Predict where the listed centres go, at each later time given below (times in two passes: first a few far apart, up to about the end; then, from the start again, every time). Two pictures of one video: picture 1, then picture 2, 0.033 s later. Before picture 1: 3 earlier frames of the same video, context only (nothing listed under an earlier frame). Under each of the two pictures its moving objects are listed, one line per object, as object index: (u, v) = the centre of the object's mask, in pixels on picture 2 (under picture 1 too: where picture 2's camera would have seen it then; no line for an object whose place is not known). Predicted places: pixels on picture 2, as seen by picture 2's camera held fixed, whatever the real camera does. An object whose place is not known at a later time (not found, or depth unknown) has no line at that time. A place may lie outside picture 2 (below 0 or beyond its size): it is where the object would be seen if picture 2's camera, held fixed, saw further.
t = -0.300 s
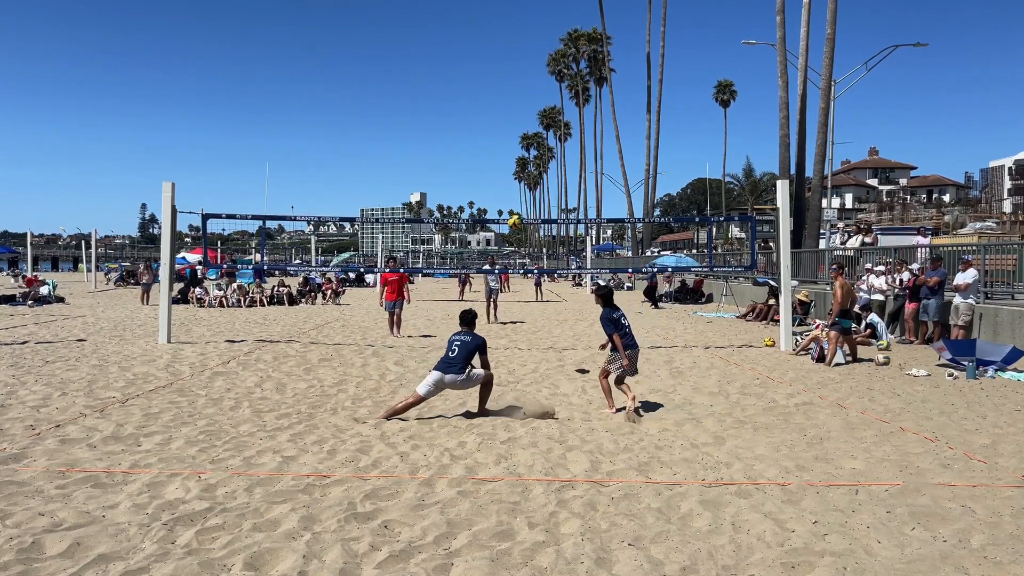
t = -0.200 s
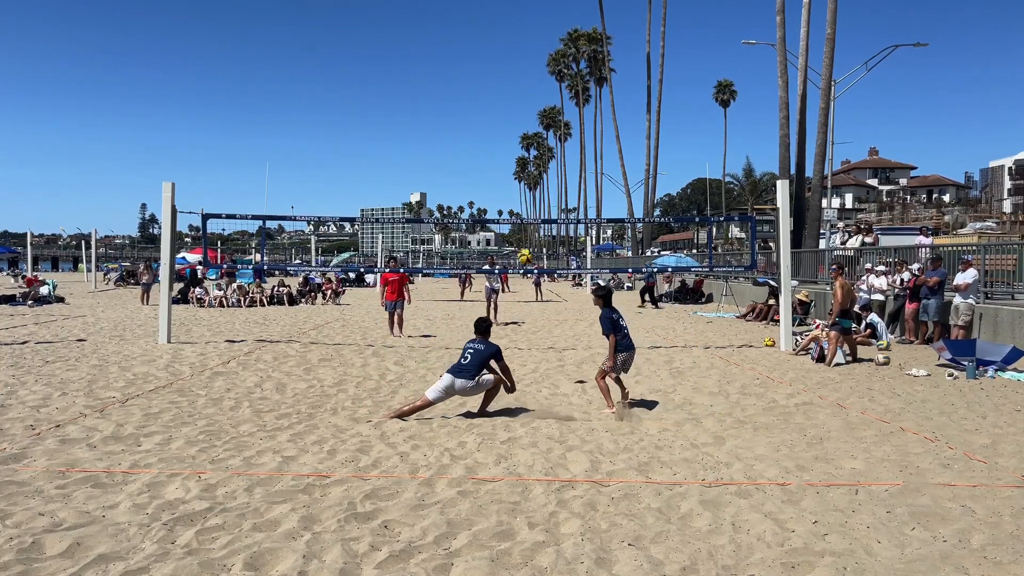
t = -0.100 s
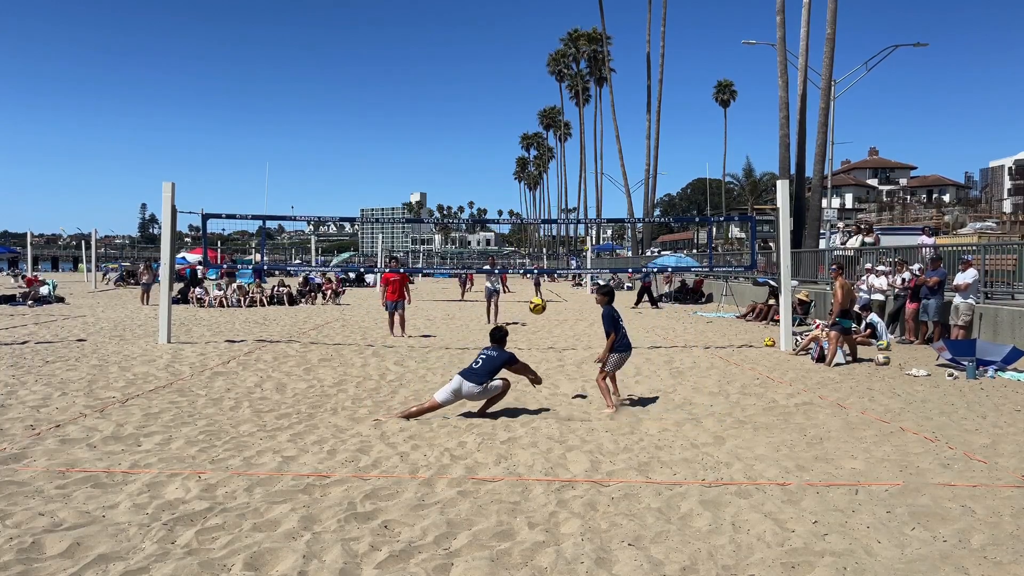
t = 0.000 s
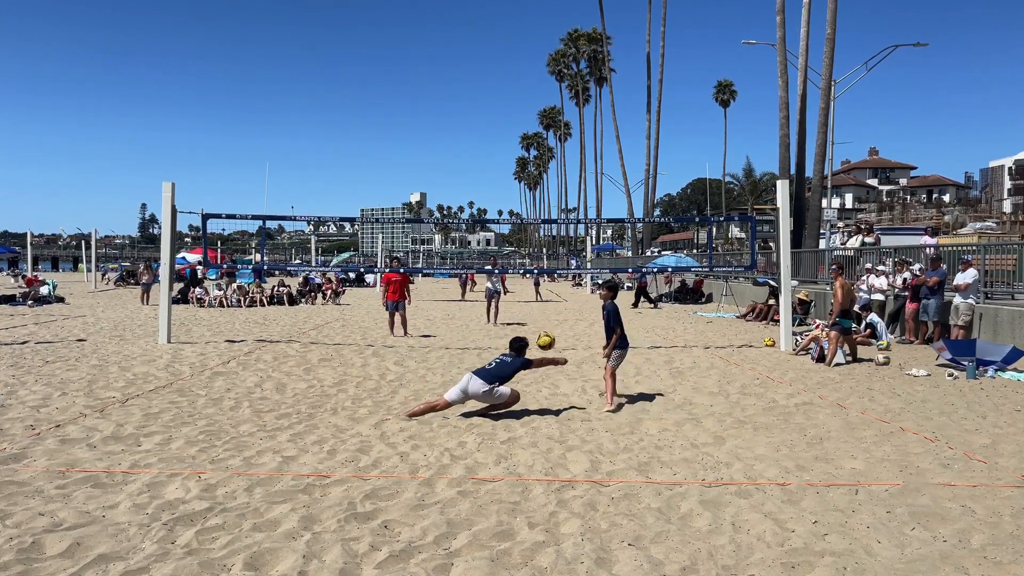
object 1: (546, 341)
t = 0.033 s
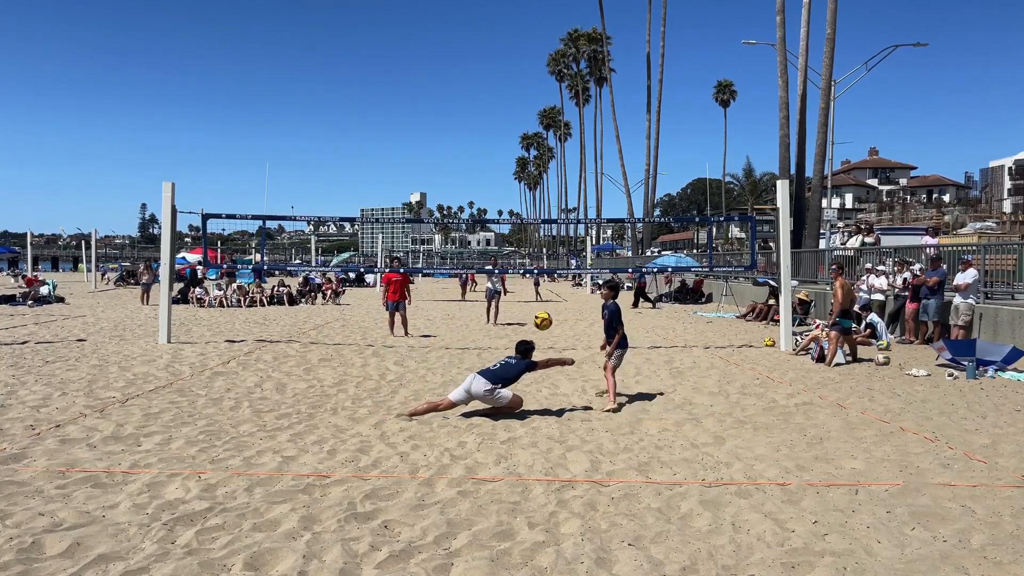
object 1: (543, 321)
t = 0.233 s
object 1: (523, 220)
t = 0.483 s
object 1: (499, 143)
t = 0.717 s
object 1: (474, 123)
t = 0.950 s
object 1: (450, 151)
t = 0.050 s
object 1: (541, 311)
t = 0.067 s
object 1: (540, 301)
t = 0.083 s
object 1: (538, 292)
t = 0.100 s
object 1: (537, 283)
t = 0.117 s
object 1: (535, 274)
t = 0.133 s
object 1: (534, 265)
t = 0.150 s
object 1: (530, 256)
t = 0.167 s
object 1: (530, 248)
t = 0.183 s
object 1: (529, 241)
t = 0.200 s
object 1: (527, 233)
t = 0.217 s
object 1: (525, 227)
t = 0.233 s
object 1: (523, 220)
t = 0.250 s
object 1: (522, 213)
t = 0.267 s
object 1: (520, 206)
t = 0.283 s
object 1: (519, 200)
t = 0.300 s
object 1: (517, 194)
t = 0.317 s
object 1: (515, 189)
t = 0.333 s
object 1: (514, 182)
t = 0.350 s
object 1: (512, 177)
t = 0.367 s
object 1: (511, 171)
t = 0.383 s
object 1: (508, 167)
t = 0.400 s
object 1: (507, 163)
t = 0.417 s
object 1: (505, 158)
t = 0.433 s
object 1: (504, 154)
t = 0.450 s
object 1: (502, 150)
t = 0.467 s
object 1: (500, 147)
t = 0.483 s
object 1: (499, 143)
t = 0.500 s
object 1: (497, 140)
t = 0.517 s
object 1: (495, 137)
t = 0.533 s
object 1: (493, 135)
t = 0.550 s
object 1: (491, 133)
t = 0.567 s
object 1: (489, 130)
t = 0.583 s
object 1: (488, 129)
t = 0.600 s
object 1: (486, 127)
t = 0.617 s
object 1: (484, 125)
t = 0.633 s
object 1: (483, 125)
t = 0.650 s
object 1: (481, 124)
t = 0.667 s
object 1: (479, 123)
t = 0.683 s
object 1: (478, 123)
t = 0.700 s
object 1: (476, 123)
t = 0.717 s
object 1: (474, 123)
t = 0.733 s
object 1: (472, 123)
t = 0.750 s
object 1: (471, 124)
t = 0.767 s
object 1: (469, 125)
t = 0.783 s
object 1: (467, 126)
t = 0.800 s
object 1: (465, 128)
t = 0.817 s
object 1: (464, 129)
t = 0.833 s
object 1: (462, 131)
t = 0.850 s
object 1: (460, 134)
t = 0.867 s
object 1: (459, 136)
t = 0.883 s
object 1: (457, 139)
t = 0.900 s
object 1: (456, 141)
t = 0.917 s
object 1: (454, 144)
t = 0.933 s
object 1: (452, 148)
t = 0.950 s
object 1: (450, 151)
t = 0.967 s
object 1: (449, 155)
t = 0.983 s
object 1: (447, 159)
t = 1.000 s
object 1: (445, 164)
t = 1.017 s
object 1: (444, 168)
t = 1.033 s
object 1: (442, 173)
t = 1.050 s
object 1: (441, 178)
